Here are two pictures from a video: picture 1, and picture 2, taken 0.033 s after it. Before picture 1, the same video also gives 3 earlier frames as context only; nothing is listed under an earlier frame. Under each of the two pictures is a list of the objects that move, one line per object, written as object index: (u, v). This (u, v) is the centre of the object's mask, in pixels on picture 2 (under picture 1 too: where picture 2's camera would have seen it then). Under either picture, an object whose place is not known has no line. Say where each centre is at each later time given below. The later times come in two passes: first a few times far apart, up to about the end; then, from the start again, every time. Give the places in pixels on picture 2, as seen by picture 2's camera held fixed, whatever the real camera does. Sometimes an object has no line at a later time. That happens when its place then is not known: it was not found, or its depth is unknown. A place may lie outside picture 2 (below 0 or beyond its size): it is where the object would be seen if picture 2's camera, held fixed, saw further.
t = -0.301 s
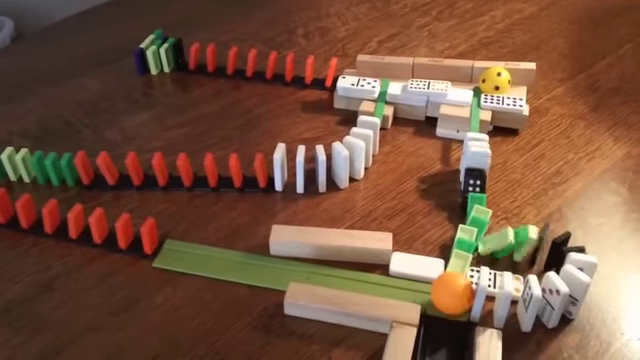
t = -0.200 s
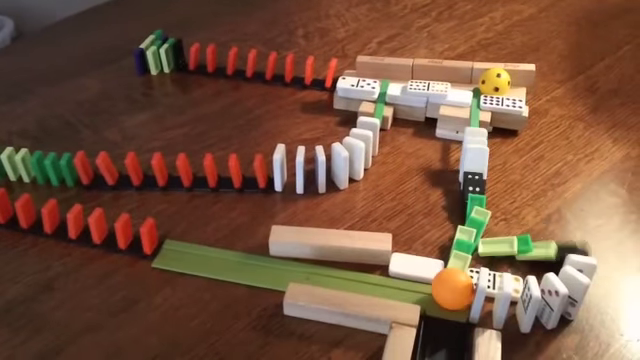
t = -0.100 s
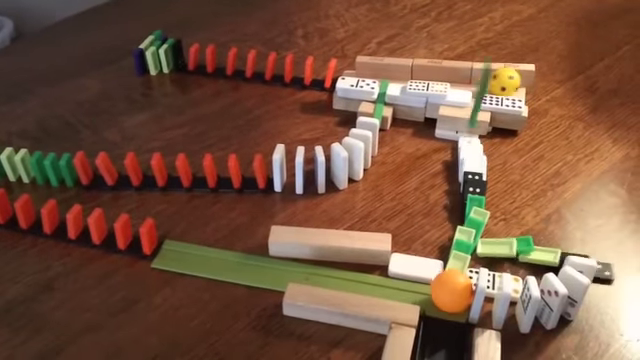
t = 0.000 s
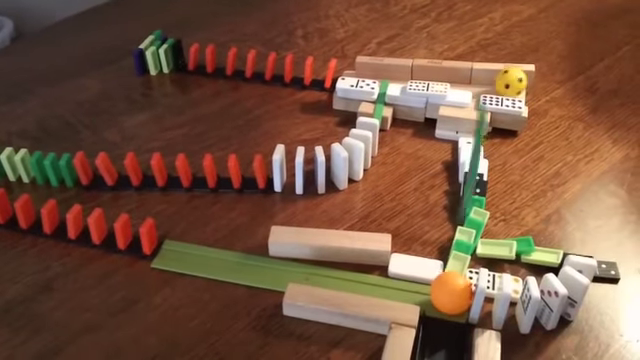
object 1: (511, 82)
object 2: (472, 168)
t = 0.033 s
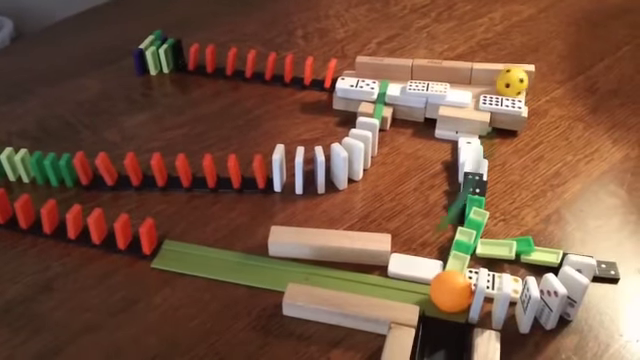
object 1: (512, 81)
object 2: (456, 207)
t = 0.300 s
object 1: (510, 81)
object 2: (434, 252)
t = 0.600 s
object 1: (483, 80)
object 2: (415, 264)
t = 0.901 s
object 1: (432, 72)
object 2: (415, 264)
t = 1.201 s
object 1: (399, 74)
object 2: (414, 264)
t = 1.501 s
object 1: (399, 74)
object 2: (414, 264)
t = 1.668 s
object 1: (399, 74)
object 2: (414, 264)
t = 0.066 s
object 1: (513, 81)
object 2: (440, 227)
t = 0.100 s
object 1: (513, 81)
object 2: (423, 247)
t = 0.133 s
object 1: (514, 81)
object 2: (422, 246)
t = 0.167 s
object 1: (513, 81)
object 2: (435, 248)
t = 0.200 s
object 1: (513, 81)
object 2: (438, 248)
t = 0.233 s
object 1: (512, 82)
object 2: (438, 249)
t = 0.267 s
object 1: (511, 82)
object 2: (436, 250)
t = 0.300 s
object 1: (510, 81)
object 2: (434, 252)
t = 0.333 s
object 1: (509, 81)
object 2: (427, 253)
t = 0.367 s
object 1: (507, 81)
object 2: (420, 256)
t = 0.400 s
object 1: (505, 81)
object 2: (415, 262)
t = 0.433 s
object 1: (501, 81)
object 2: (415, 263)
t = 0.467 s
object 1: (498, 80)
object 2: (415, 264)
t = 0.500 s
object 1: (495, 80)
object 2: (415, 264)
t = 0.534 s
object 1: (491, 80)
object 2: (415, 264)
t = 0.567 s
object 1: (487, 80)
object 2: (415, 264)
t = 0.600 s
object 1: (483, 80)
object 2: (415, 264)
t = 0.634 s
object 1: (478, 80)
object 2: (414, 264)
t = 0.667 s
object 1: (473, 80)
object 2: (414, 264)
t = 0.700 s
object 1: (468, 78)
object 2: (415, 264)
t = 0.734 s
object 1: (463, 77)
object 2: (415, 264)
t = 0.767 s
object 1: (458, 76)
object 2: (414, 264)
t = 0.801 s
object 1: (451, 75)
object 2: (415, 264)
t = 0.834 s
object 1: (446, 74)
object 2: (415, 264)
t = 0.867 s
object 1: (439, 73)
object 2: (415, 264)
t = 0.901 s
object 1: (432, 72)
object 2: (415, 264)
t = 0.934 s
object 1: (424, 72)
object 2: (415, 264)
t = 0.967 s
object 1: (417, 72)
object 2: (415, 264)
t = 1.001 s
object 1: (411, 72)
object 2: (415, 264)
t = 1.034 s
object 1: (403, 73)
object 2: (415, 264)
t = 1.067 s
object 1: (399, 73)
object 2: (415, 264)
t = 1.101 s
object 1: (400, 74)
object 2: (415, 264)
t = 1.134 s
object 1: (400, 74)
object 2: (415, 264)
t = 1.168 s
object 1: (399, 74)
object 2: (415, 264)
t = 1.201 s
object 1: (399, 74)
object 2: (414, 264)
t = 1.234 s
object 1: (399, 74)
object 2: (414, 264)
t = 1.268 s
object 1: (399, 74)
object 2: (414, 264)
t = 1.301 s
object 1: (399, 74)
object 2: (414, 264)
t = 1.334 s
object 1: (399, 74)
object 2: (414, 264)
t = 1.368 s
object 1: (399, 74)
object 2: (414, 264)
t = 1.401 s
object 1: (399, 74)
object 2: (414, 264)
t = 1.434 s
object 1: (399, 74)
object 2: (414, 264)
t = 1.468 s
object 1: (399, 74)
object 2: (414, 264)
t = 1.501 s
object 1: (399, 74)
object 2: (414, 264)
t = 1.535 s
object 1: (399, 73)
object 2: (415, 264)
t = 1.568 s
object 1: (399, 74)
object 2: (414, 264)
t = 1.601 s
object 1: (399, 74)
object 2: (415, 264)
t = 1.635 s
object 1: (399, 74)
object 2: (414, 264)
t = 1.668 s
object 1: (399, 74)
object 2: (414, 264)
